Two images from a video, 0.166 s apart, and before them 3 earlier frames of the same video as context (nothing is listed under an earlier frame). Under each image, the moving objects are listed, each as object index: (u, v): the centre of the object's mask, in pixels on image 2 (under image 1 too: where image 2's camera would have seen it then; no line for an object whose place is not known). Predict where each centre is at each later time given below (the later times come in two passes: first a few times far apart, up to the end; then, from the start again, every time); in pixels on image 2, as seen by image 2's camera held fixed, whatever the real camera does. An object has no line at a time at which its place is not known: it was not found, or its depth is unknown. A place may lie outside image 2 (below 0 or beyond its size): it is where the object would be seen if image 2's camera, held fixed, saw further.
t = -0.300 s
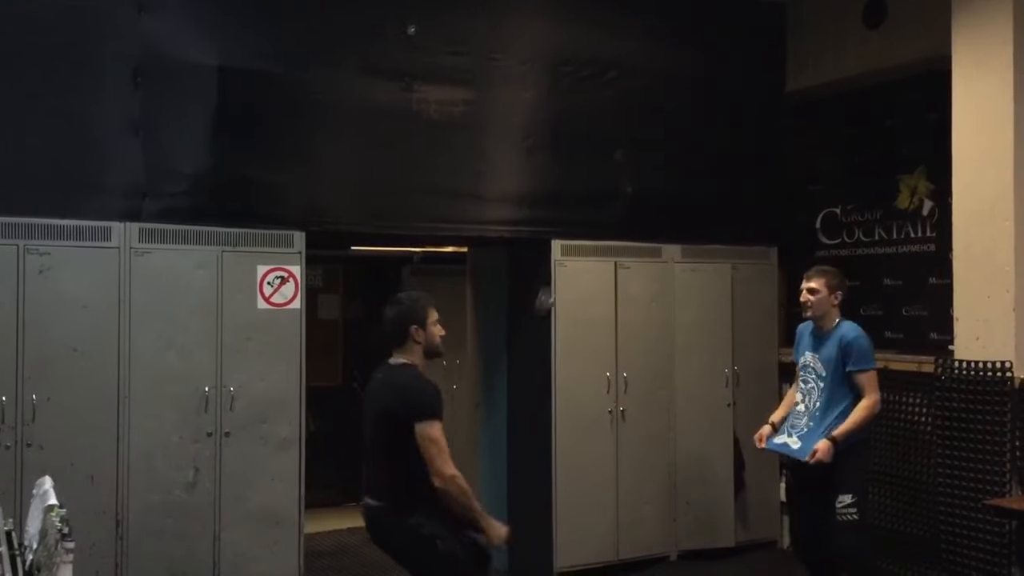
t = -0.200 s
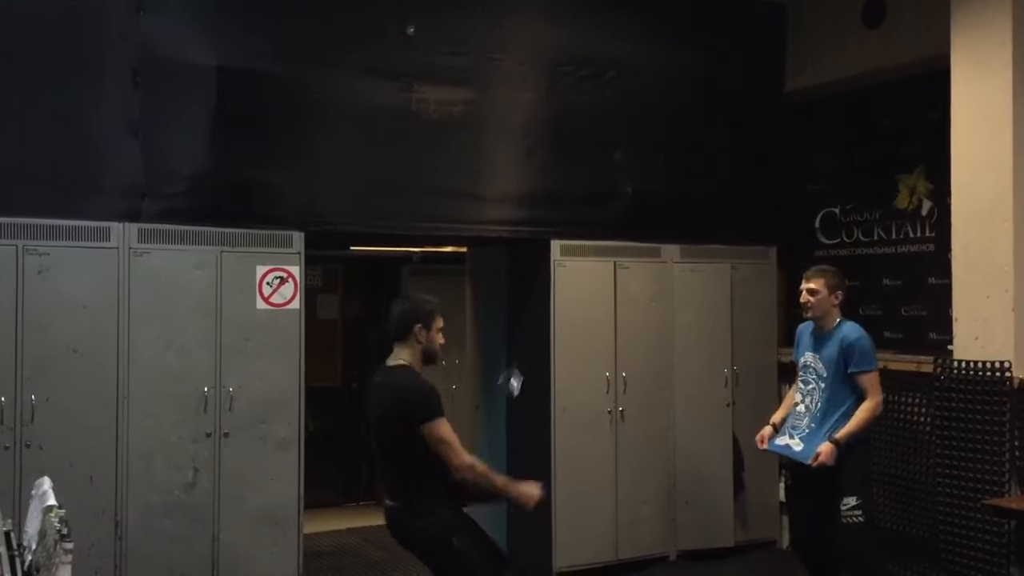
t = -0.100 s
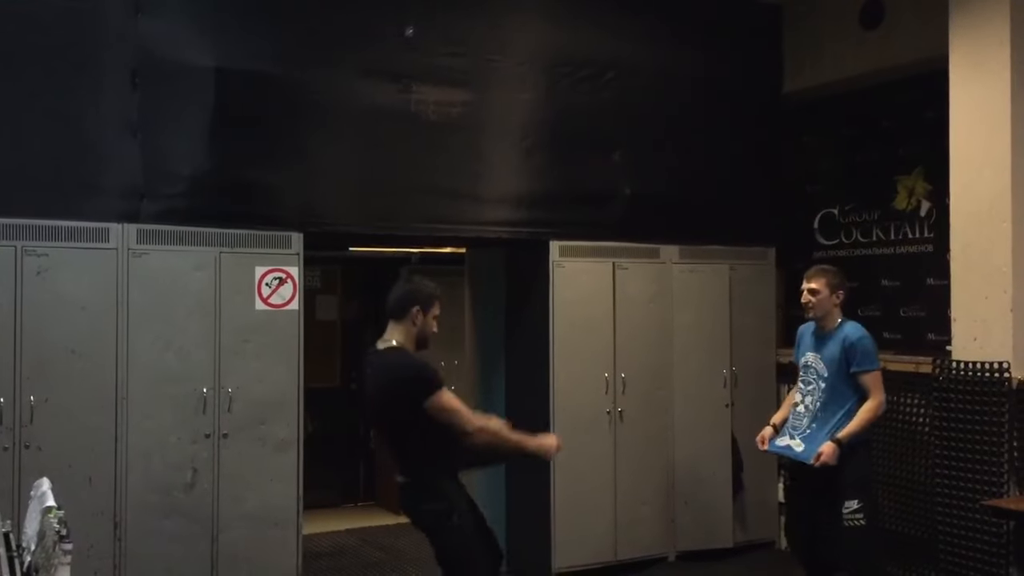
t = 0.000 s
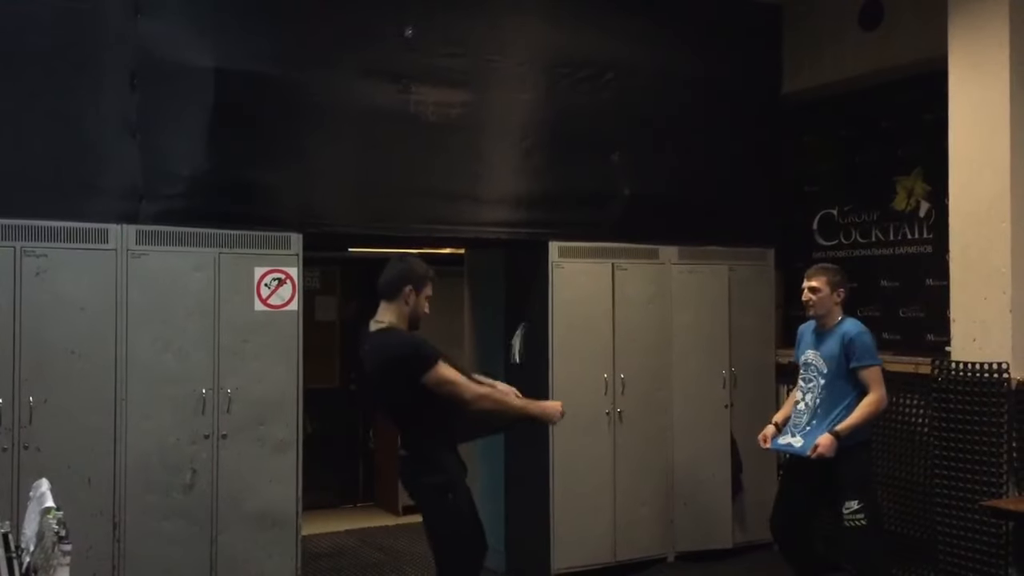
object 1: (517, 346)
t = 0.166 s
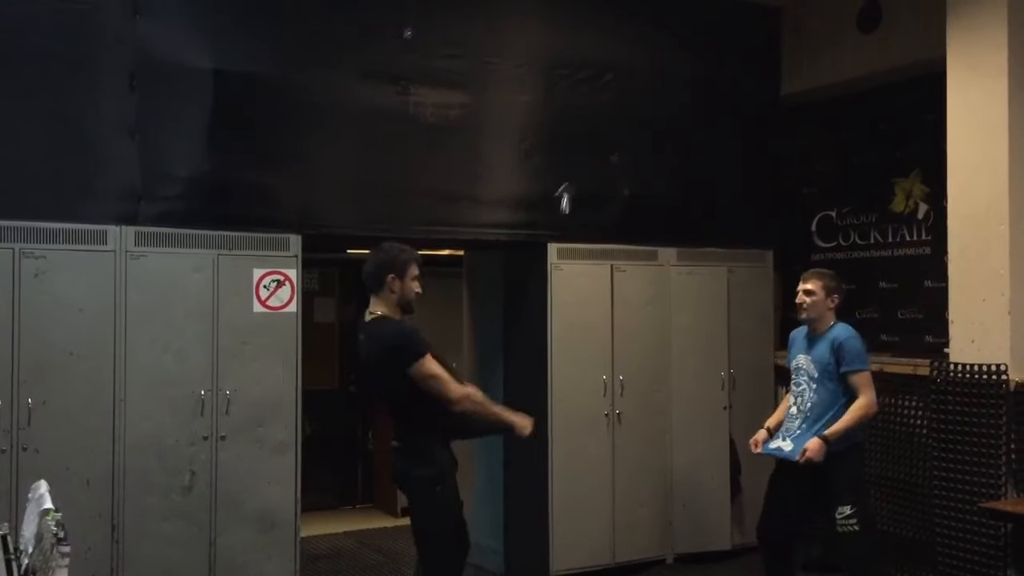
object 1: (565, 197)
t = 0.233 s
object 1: (582, 155)
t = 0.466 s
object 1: (655, 103)
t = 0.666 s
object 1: (717, 170)
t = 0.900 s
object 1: (789, 390)
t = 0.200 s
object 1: (574, 176)
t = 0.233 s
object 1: (582, 155)
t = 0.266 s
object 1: (595, 139)
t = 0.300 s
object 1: (607, 127)
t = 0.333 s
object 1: (616, 117)
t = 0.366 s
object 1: (625, 108)
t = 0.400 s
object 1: (636, 104)
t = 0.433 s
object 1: (646, 100)
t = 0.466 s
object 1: (655, 103)
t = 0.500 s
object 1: (666, 108)
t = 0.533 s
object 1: (675, 114)
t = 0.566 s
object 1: (685, 123)
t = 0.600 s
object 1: (697, 136)
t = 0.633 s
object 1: (707, 151)
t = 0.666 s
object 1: (717, 170)
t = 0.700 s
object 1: (728, 193)
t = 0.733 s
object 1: (738, 215)
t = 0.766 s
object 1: (749, 244)
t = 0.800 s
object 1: (760, 277)
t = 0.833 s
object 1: (770, 311)
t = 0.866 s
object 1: (780, 348)
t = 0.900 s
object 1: (789, 390)
